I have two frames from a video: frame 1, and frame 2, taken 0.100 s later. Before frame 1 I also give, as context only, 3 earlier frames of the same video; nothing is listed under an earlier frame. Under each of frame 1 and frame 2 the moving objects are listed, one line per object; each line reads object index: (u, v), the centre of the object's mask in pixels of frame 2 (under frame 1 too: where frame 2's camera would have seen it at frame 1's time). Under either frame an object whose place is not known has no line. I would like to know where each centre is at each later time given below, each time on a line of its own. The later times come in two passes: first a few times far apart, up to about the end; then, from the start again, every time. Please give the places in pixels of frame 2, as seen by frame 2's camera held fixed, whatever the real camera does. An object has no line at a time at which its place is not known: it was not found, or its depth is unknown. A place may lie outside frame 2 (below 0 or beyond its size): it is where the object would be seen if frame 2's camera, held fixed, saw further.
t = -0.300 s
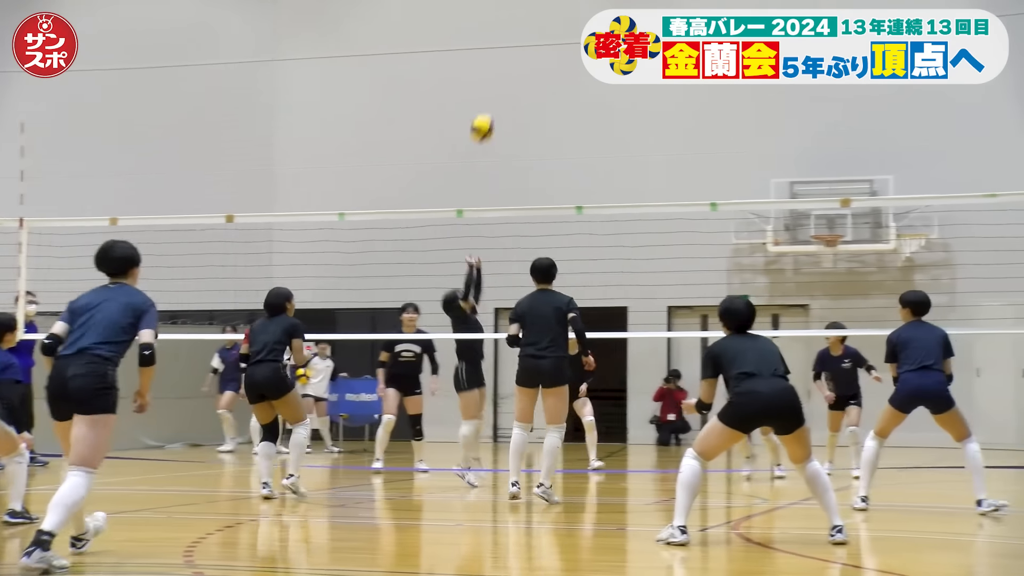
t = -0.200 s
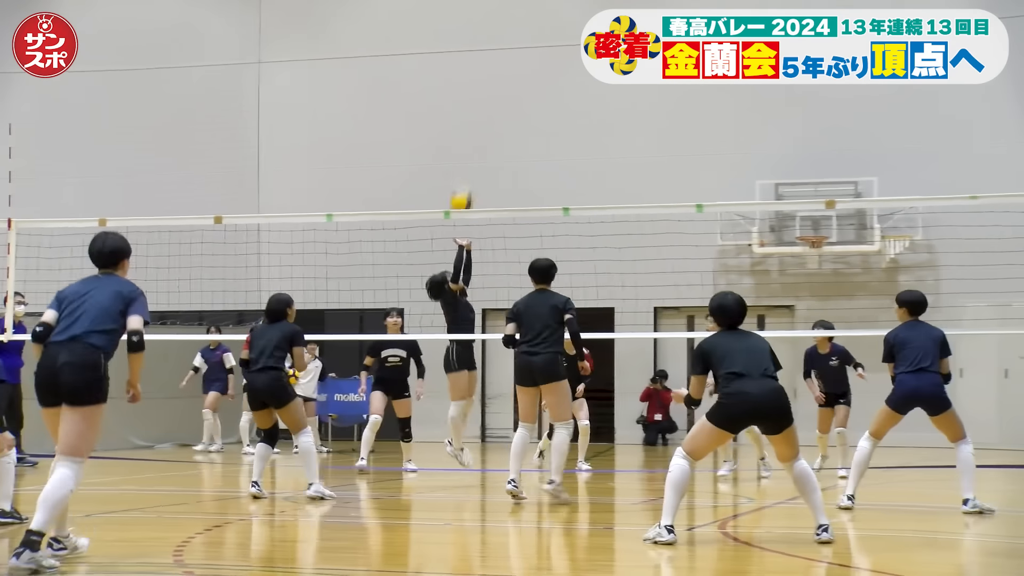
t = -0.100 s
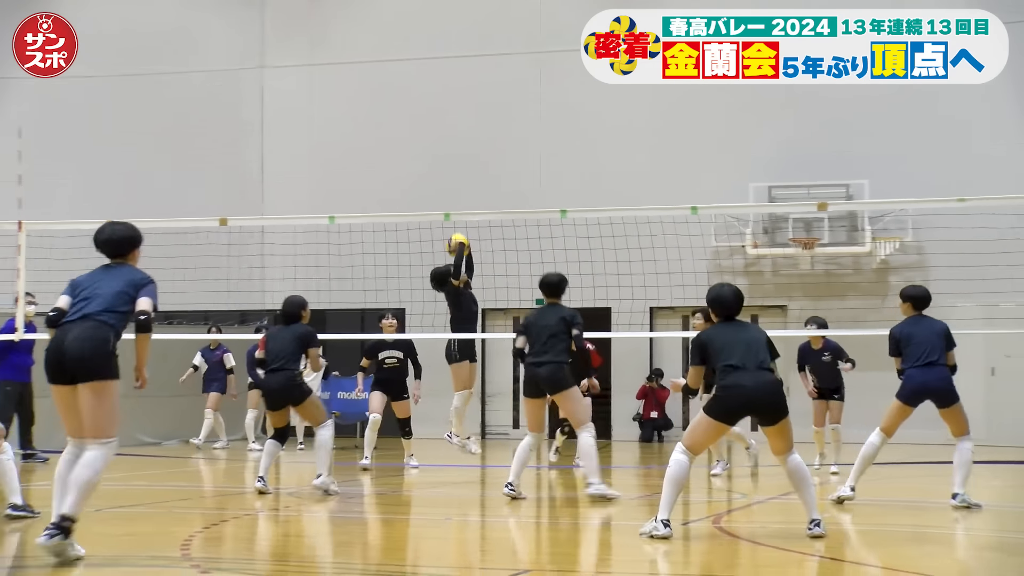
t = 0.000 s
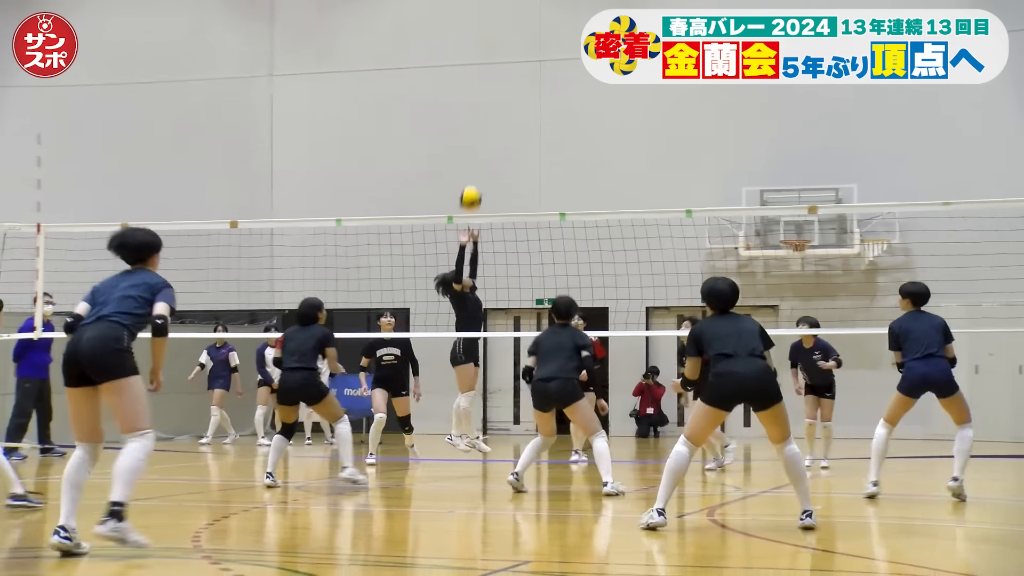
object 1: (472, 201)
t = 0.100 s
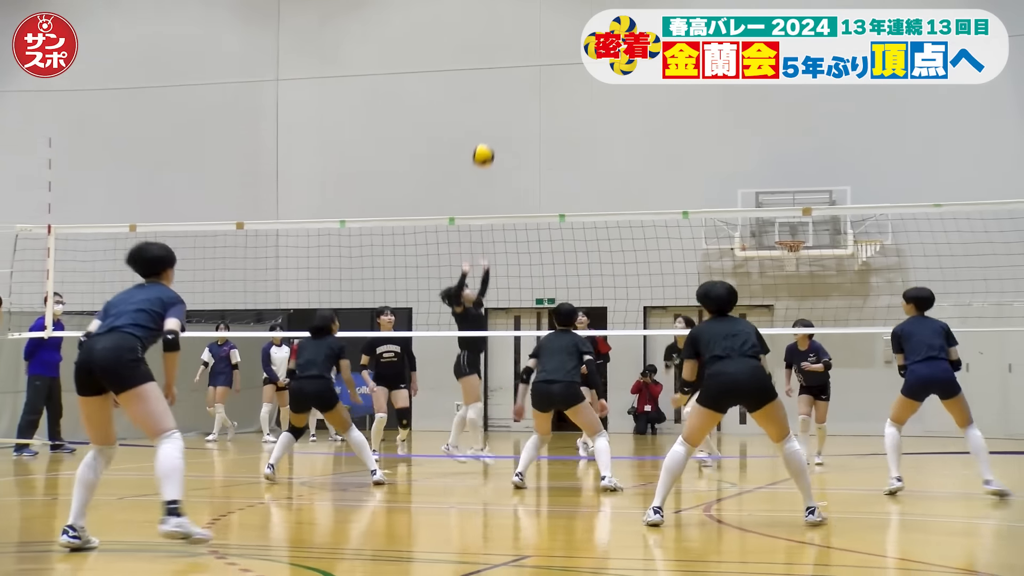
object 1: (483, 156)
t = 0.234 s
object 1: (499, 110)
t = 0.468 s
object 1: (526, 78)
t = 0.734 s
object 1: (557, 107)
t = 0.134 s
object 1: (487, 143)
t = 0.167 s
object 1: (491, 131)
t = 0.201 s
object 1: (495, 120)
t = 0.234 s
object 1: (499, 110)
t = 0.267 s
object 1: (503, 102)
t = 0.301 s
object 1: (507, 95)
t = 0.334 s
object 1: (511, 89)
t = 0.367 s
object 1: (514, 85)
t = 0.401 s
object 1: (518, 81)
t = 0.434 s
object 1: (522, 79)
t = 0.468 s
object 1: (526, 78)
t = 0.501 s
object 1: (530, 77)
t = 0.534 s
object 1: (534, 78)
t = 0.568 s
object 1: (538, 80)
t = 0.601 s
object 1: (542, 84)
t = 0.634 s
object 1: (546, 88)
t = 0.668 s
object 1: (549, 93)
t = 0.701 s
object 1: (553, 100)
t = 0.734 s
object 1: (557, 107)
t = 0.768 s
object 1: (561, 116)
